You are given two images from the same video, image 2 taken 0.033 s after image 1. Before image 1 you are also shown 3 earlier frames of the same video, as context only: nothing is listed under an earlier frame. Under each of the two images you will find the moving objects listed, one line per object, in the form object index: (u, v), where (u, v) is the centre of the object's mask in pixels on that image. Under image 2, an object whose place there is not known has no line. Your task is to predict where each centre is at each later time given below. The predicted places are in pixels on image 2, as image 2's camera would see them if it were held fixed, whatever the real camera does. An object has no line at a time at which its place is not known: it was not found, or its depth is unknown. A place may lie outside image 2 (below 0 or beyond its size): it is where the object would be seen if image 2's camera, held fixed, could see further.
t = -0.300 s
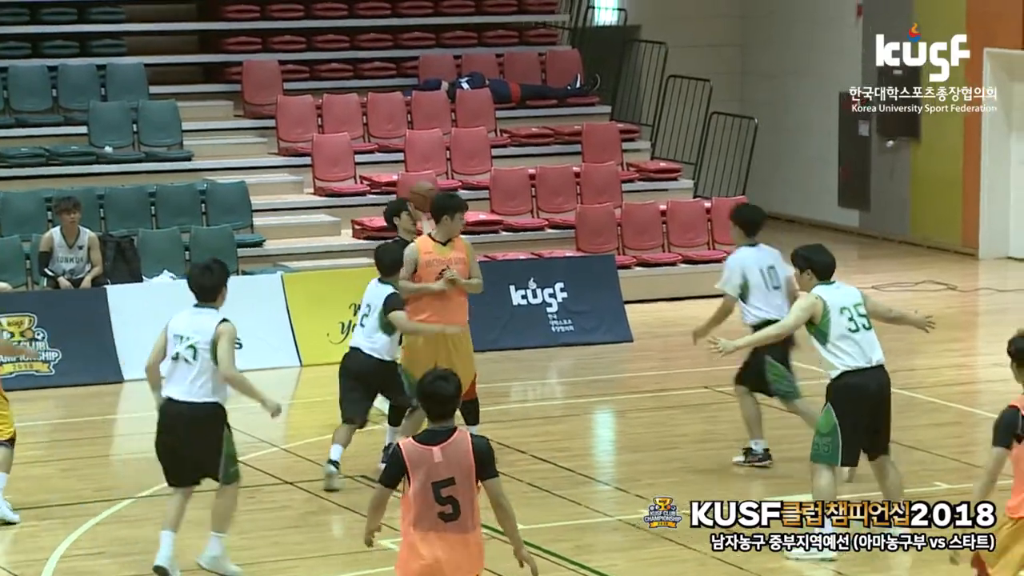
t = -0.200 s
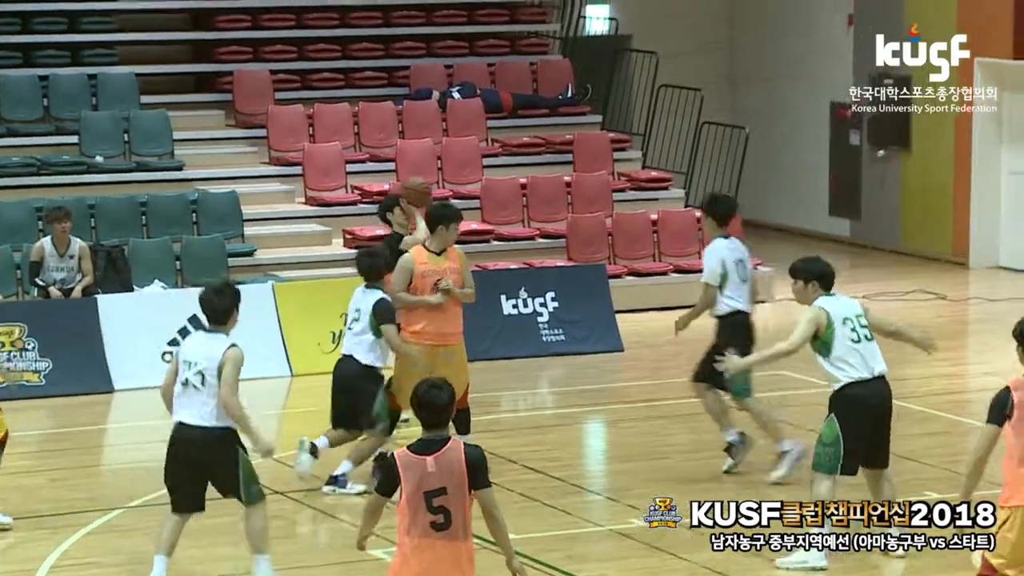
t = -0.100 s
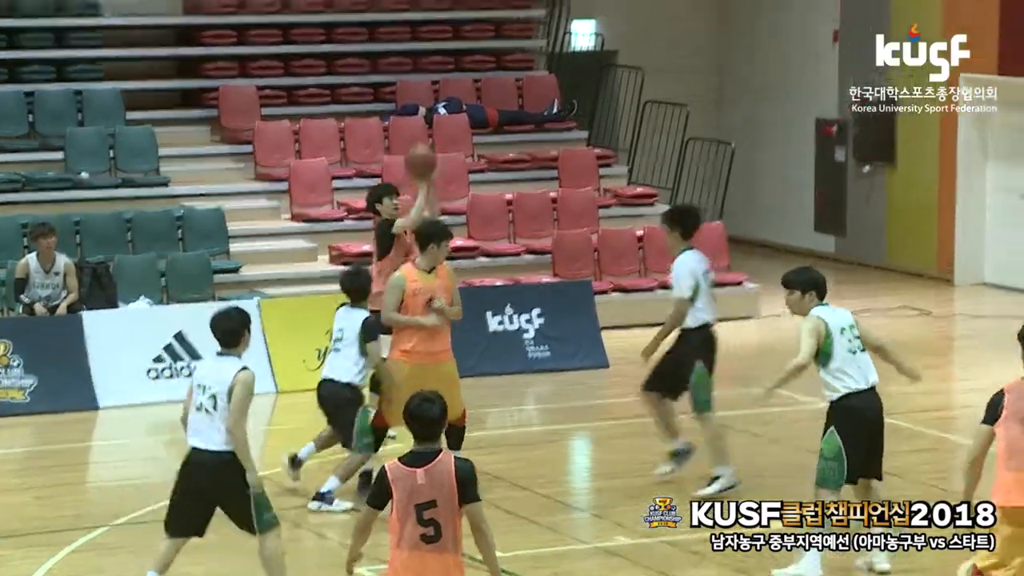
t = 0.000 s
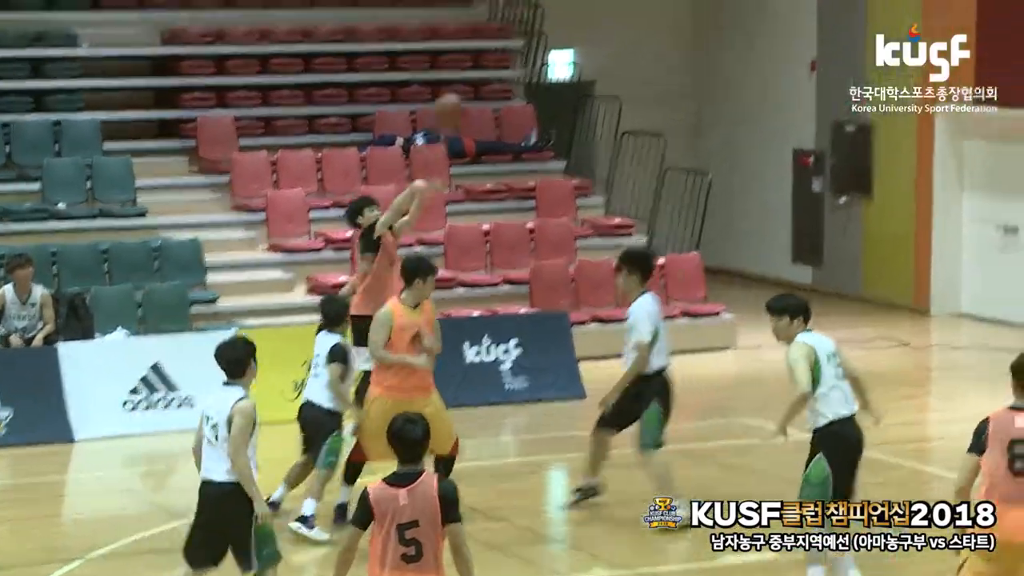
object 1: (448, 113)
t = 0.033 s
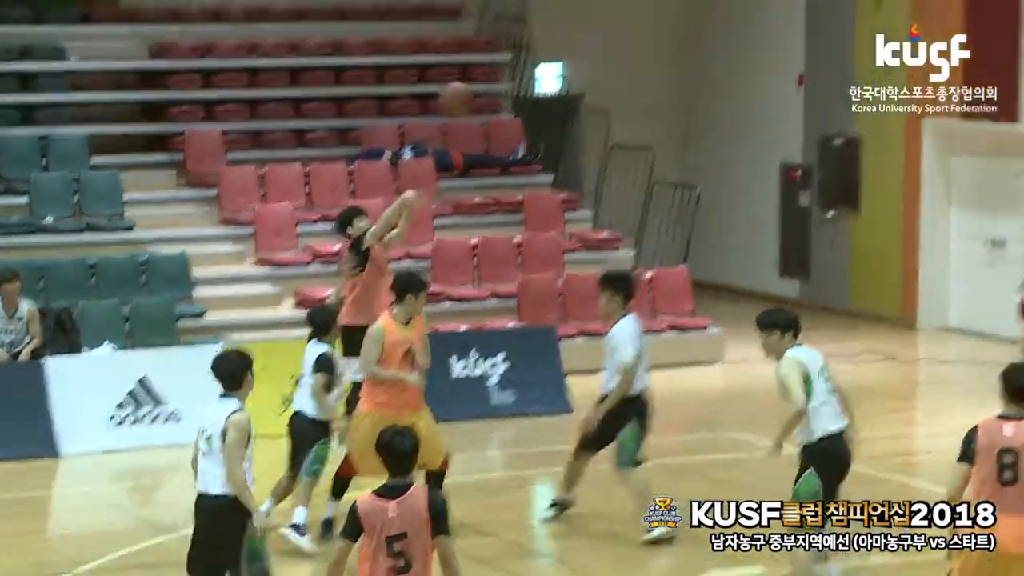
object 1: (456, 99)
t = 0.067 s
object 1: (475, 75)
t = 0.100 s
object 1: (494, 52)
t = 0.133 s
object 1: (514, 29)
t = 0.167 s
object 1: (535, 8)
